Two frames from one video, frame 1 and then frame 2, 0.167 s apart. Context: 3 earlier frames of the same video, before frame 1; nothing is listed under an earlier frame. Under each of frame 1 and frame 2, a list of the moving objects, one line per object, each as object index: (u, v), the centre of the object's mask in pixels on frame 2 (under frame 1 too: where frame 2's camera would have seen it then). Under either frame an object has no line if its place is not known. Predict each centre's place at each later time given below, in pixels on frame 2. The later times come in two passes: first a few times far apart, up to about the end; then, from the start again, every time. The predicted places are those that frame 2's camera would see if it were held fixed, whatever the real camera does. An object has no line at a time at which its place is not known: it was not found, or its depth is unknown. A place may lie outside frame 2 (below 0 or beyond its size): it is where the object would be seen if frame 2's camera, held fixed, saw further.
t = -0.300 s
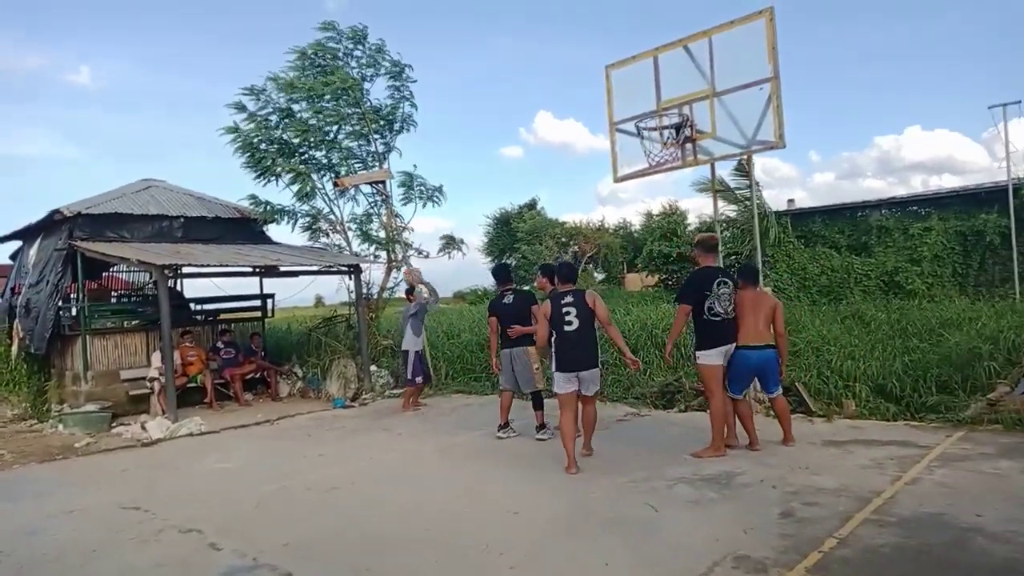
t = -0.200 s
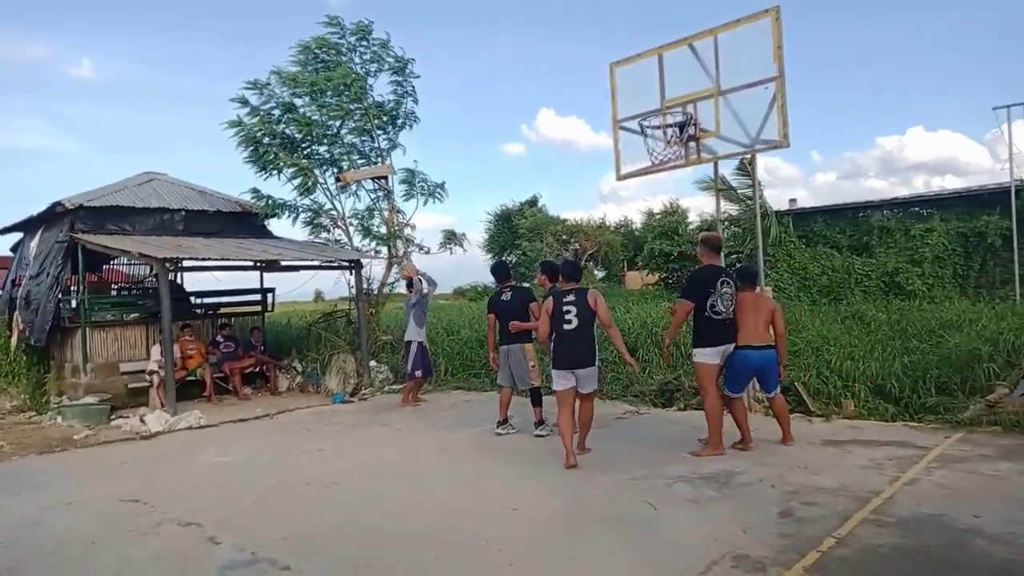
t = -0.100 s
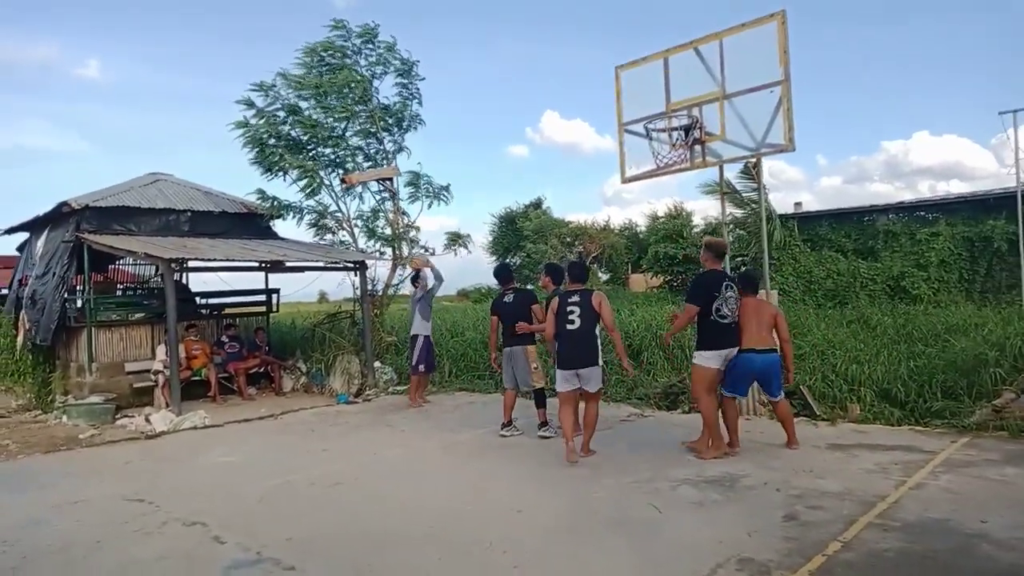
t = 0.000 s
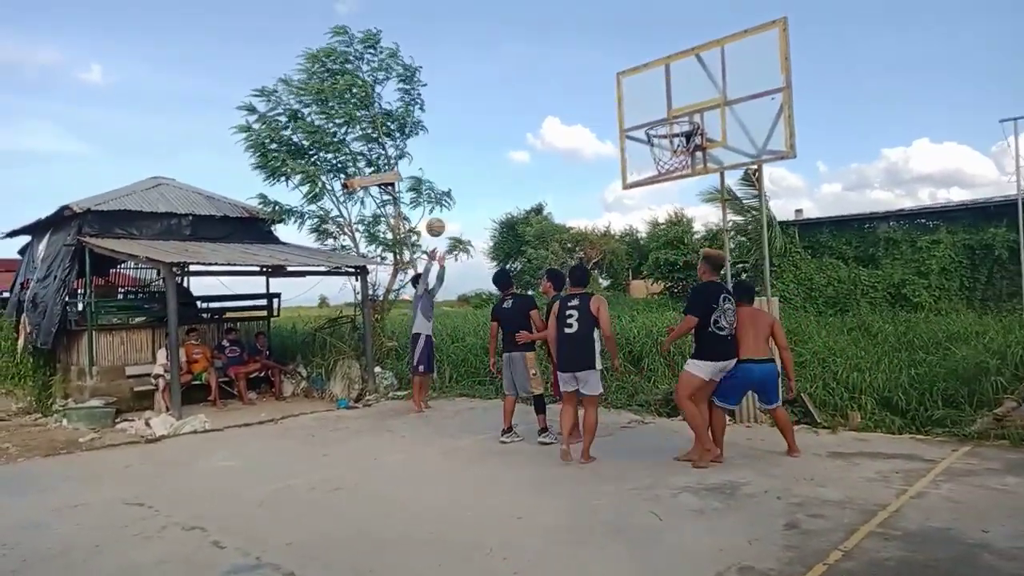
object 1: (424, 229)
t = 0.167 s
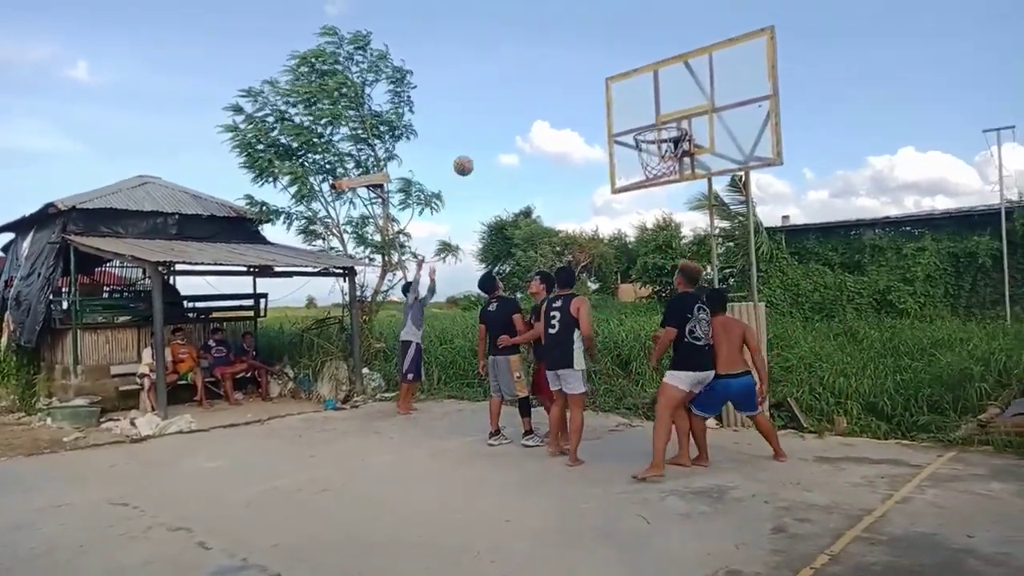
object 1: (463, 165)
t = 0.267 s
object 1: (488, 136)
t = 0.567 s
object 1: (576, 89)
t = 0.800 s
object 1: (658, 109)
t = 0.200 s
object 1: (472, 155)
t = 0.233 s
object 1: (480, 145)
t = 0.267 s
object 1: (488, 136)
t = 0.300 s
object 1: (498, 127)
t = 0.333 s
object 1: (507, 119)
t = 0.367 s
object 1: (516, 112)
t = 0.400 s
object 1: (524, 107)
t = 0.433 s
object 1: (536, 101)
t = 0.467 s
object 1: (545, 97)
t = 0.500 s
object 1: (554, 93)
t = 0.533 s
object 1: (566, 91)
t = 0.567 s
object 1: (576, 89)
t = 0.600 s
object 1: (586, 89)
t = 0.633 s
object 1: (598, 90)
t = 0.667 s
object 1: (609, 93)
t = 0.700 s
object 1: (621, 95)
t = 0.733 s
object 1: (632, 99)
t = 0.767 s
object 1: (645, 103)
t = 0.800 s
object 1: (658, 109)
